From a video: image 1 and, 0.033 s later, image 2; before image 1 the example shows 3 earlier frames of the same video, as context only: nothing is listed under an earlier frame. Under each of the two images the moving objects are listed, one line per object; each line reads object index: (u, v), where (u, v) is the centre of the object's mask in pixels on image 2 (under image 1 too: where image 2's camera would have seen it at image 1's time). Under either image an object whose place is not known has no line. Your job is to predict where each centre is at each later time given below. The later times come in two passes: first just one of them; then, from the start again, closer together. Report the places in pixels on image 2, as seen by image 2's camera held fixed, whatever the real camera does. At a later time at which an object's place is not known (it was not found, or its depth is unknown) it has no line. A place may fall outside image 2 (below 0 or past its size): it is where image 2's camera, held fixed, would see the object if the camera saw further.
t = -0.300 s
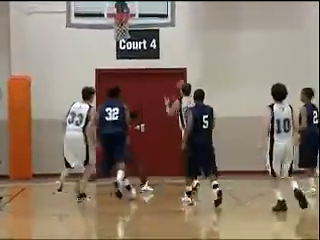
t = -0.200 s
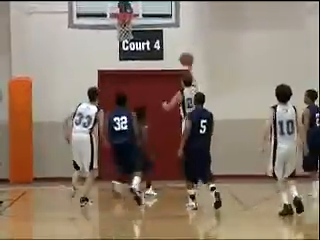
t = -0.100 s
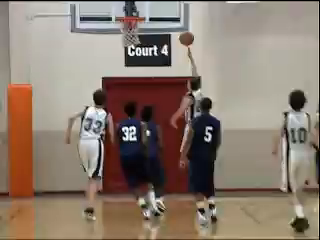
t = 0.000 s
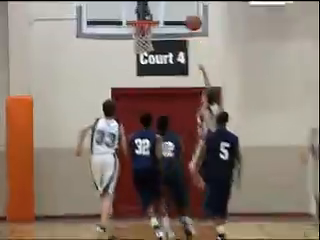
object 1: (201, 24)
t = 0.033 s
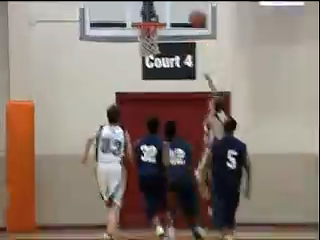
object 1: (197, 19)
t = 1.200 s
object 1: (151, 90)
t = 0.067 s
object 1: (193, 14)
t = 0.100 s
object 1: (188, 9)
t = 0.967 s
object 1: (148, 32)
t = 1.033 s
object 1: (146, 59)
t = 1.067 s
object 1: (148, 64)
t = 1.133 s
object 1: (150, 76)
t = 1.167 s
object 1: (151, 83)
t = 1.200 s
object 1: (151, 90)
